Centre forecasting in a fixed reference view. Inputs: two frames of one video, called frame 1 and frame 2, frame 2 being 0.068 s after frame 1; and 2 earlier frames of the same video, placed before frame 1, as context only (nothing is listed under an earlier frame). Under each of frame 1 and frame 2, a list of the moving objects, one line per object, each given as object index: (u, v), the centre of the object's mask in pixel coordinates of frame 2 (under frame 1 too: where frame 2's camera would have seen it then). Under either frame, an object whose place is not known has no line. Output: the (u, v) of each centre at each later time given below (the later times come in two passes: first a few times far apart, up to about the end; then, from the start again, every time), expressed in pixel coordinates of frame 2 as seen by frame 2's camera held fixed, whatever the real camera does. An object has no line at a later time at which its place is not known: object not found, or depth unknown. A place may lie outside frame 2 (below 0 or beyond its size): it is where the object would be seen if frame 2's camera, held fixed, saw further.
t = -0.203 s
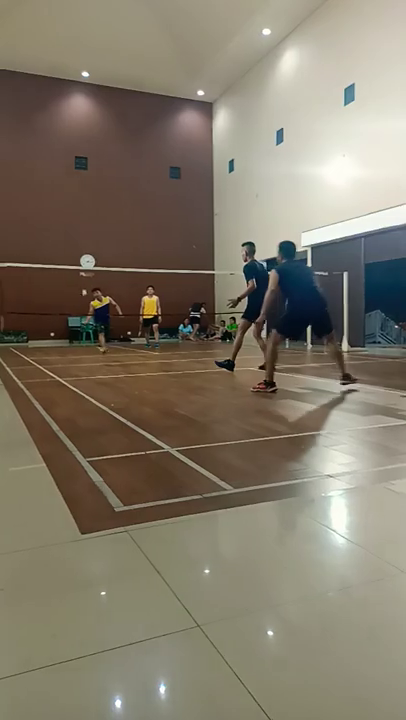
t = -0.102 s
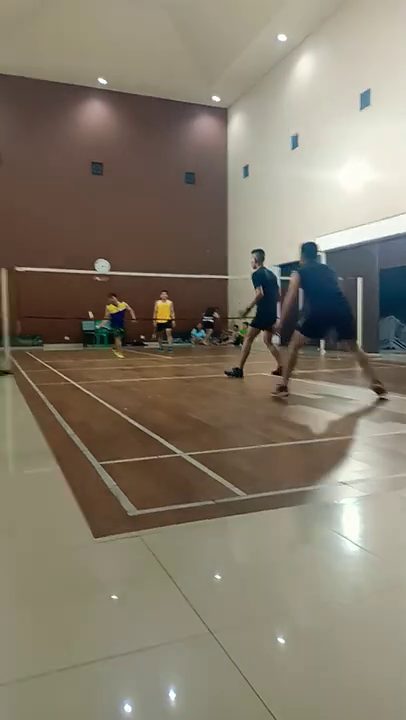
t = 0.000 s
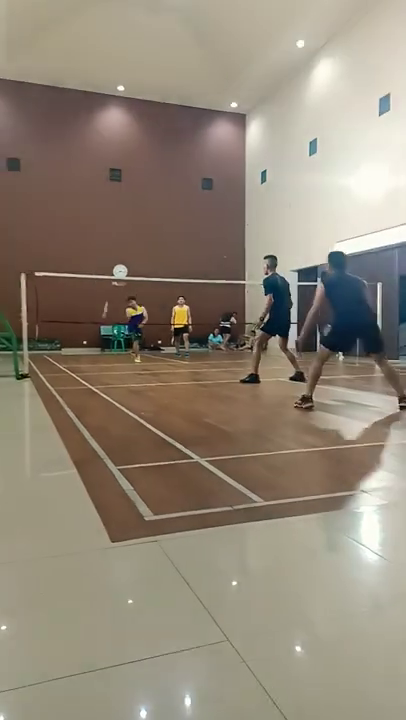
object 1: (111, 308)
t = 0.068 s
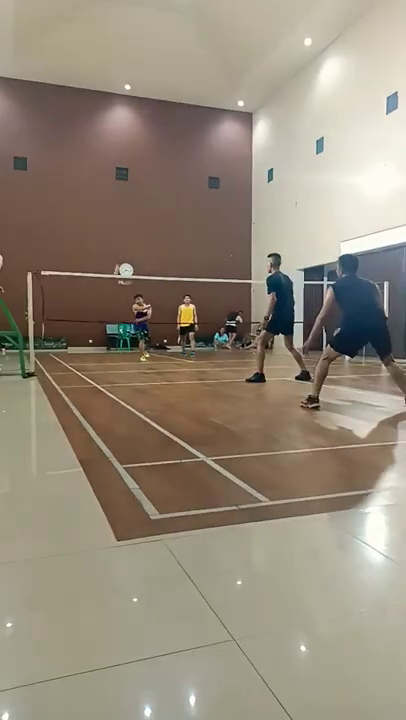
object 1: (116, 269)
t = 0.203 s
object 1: (125, 206)
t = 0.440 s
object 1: (142, 126)
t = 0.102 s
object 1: (118, 252)
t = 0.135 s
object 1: (120, 235)
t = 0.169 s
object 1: (122, 221)
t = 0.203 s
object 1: (125, 206)
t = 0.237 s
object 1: (127, 192)
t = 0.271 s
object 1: (129, 179)
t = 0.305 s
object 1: (131, 167)
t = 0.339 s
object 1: (134, 156)
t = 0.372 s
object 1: (136, 145)
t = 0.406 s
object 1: (139, 135)
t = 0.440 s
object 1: (142, 126)
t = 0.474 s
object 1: (145, 118)
